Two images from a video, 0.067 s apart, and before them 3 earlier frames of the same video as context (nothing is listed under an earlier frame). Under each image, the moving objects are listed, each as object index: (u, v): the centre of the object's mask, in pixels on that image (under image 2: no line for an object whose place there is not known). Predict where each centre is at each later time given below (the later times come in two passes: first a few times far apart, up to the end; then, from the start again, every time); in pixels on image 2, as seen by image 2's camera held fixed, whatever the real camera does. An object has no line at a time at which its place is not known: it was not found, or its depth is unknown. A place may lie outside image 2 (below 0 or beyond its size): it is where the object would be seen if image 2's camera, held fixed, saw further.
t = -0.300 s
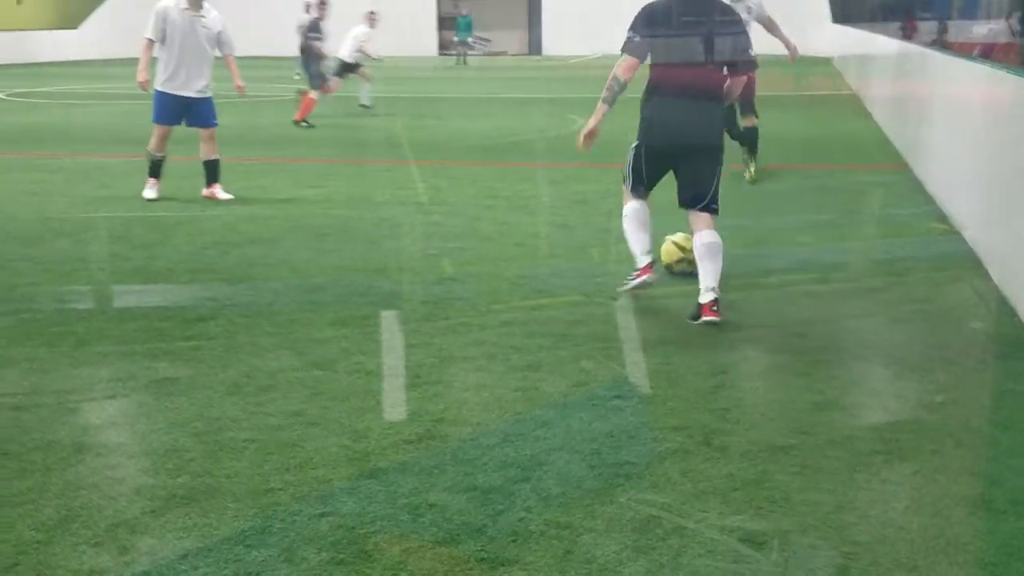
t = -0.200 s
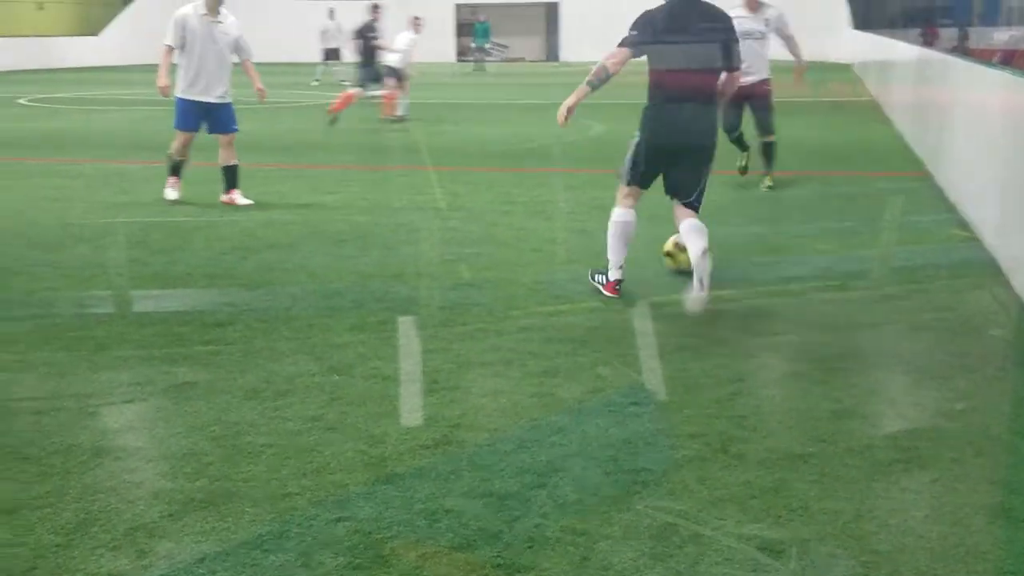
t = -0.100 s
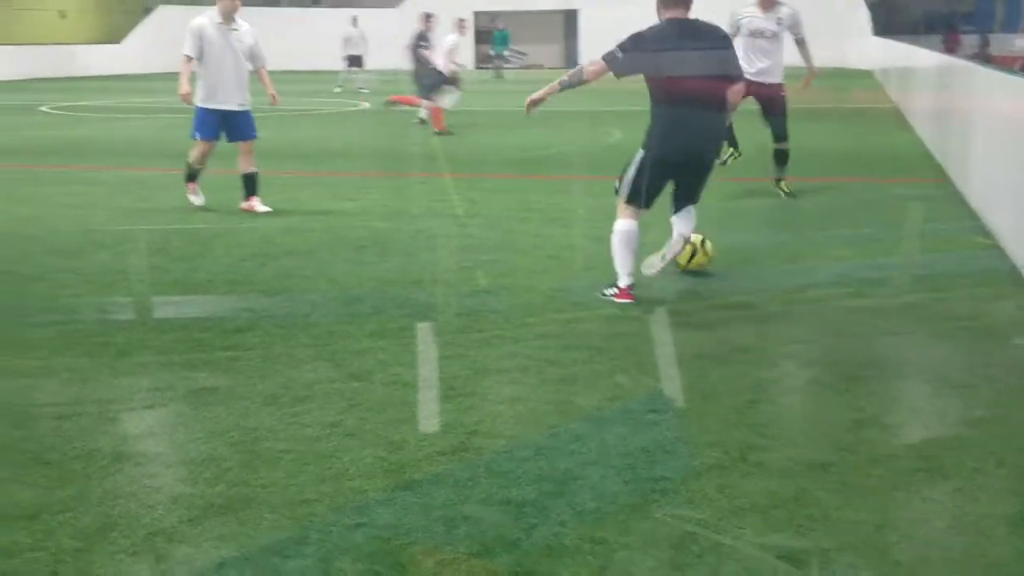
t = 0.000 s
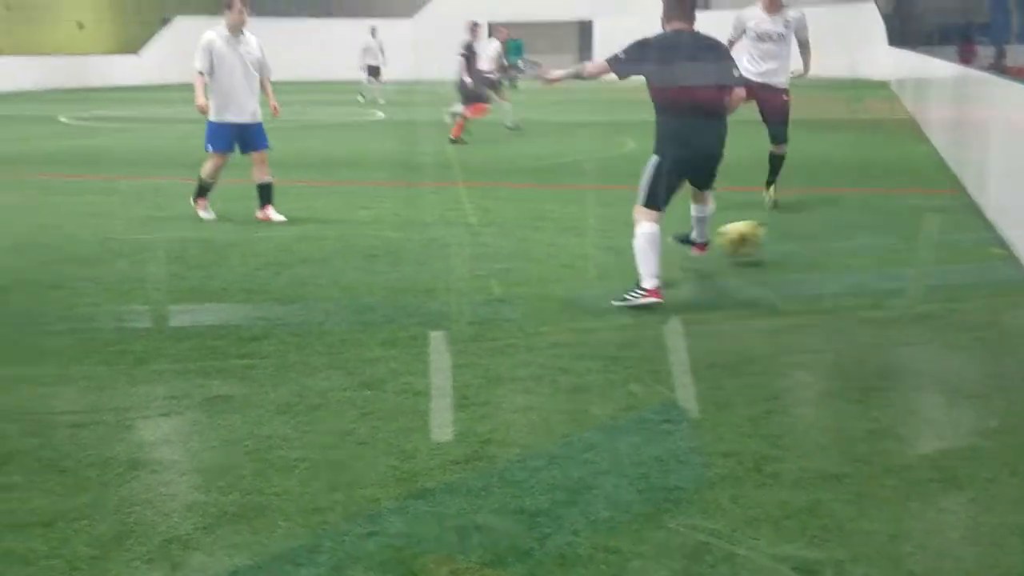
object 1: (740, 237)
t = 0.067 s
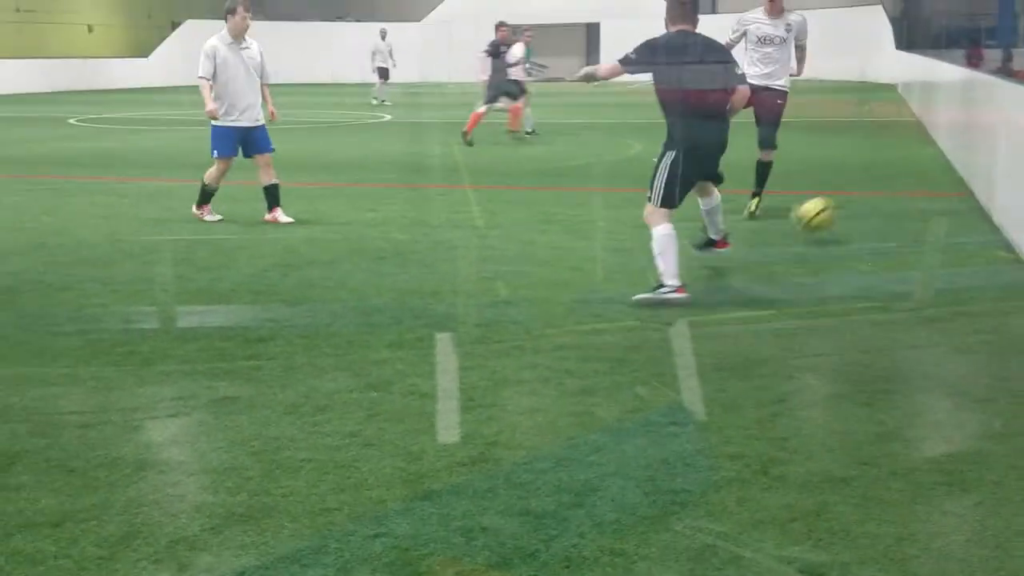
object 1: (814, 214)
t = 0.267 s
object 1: (952, 175)
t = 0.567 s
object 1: (836, 148)
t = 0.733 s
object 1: (802, 134)
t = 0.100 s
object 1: (843, 204)
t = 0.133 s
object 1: (870, 196)
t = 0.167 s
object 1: (894, 193)
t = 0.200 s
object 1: (917, 192)
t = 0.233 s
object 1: (936, 185)
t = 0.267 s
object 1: (952, 175)
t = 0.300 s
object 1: (953, 166)
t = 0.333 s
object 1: (936, 159)
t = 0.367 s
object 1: (919, 153)
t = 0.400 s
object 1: (903, 149)
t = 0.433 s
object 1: (887, 147)
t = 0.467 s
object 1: (874, 146)
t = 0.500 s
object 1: (861, 145)
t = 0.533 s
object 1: (848, 146)
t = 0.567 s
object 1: (836, 148)
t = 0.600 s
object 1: (825, 151)
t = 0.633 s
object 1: (816, 152)
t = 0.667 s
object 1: (811, 144)
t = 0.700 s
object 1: (806, 139)
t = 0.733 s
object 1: (802, 134)
